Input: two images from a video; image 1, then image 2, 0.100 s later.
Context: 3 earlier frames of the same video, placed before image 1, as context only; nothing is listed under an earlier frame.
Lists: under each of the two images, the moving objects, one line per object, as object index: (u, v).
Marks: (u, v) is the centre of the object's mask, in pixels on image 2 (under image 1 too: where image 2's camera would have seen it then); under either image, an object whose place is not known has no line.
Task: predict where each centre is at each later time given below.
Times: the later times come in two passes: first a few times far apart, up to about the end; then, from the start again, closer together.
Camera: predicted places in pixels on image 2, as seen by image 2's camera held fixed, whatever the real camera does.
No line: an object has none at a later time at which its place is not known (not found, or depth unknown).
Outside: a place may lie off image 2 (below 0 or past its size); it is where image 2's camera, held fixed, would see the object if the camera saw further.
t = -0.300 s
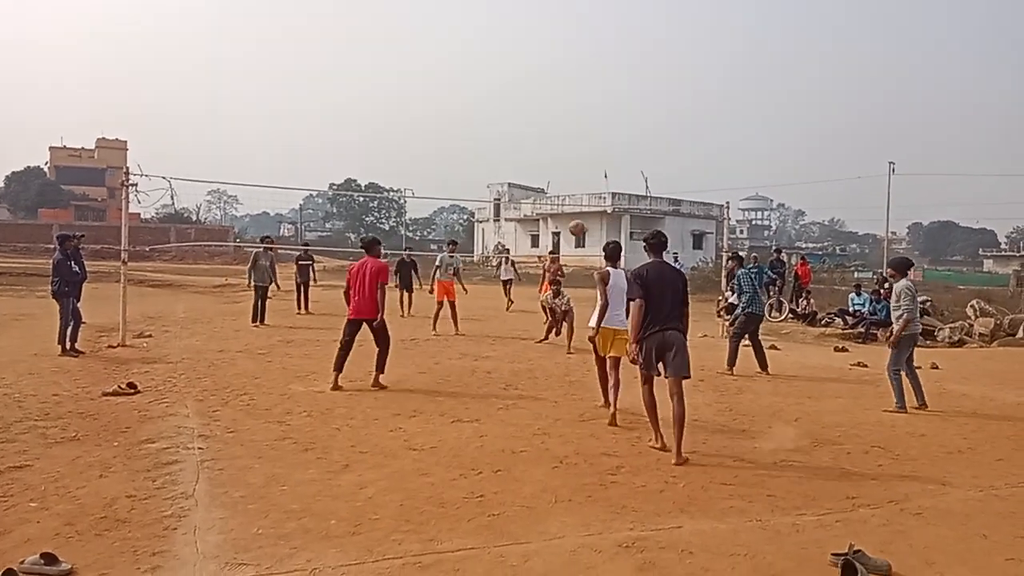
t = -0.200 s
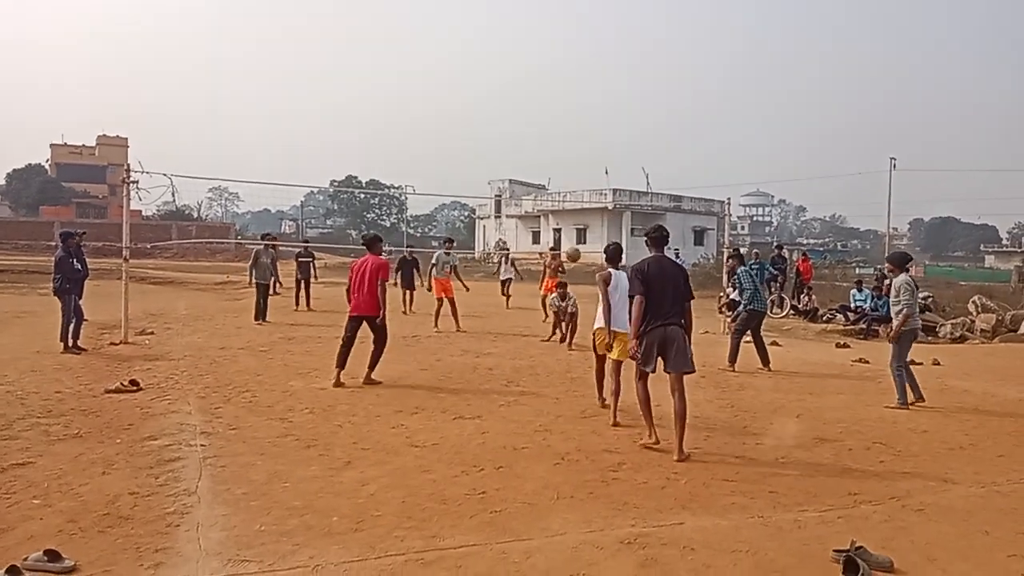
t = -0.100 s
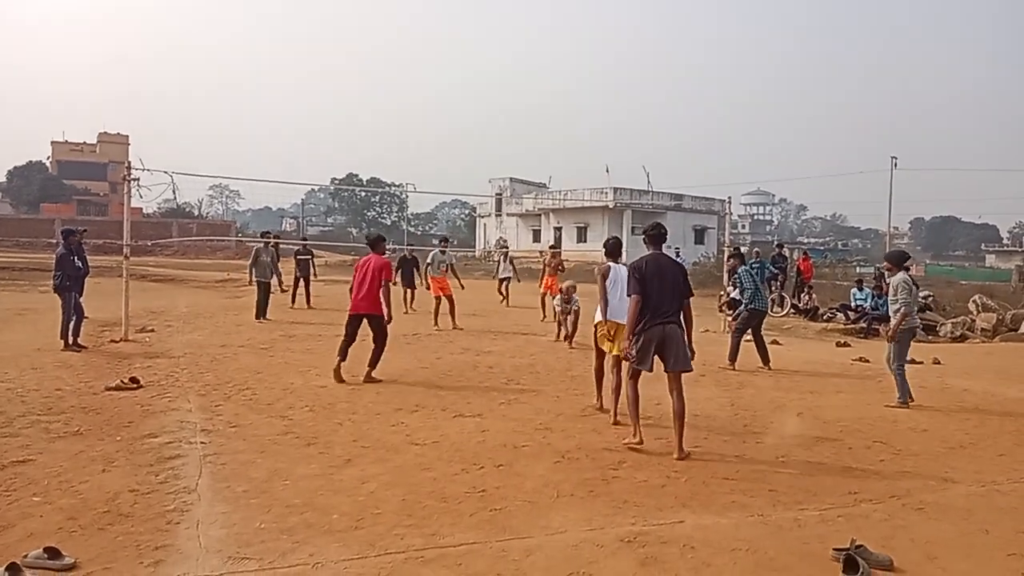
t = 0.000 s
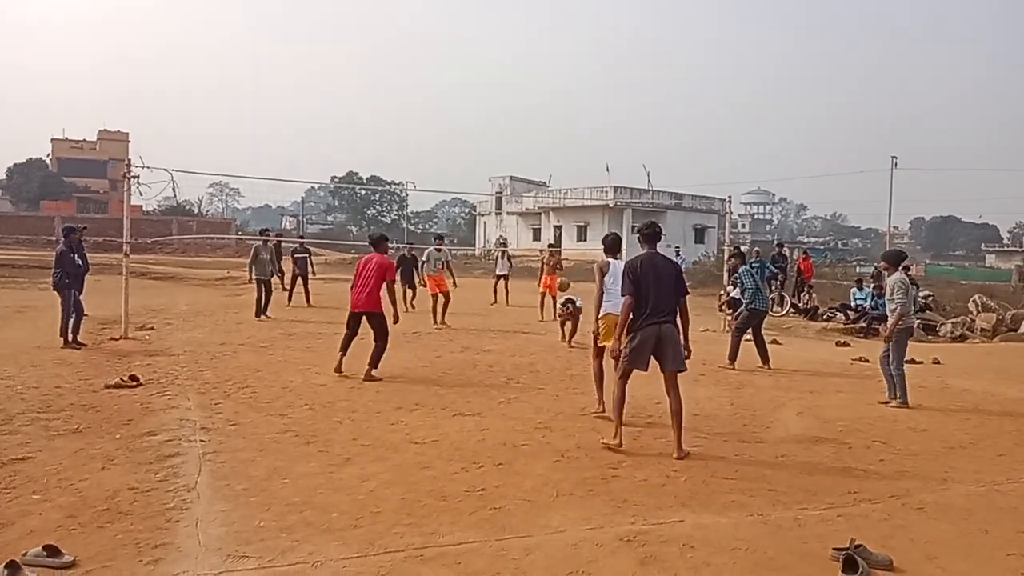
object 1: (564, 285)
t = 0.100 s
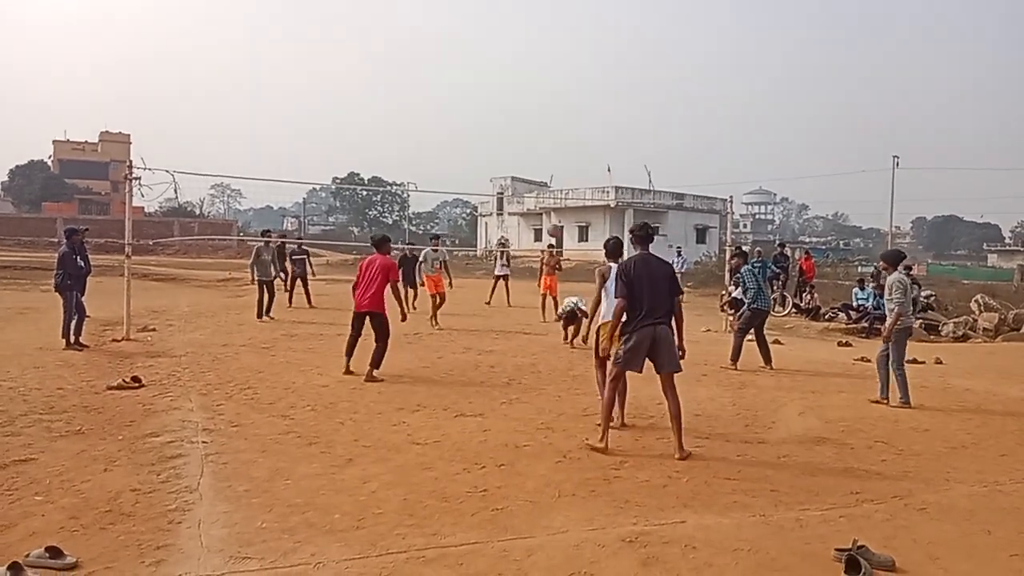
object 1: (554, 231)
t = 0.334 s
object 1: (529, 134)
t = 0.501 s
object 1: (512, 90)
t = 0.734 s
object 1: (488, 64)
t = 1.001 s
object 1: (461, 78)
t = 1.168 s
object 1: (445, 110)
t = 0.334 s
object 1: (529, 134)
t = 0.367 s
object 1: (526, 124)
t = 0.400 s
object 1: (523, 114)
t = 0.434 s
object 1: (519, 105)
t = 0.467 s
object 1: (516, 97)
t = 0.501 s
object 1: (512, 90)
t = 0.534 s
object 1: (508, 85)
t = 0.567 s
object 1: (505, 79)
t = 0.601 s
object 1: (501, 74)
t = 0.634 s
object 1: (498, 70)
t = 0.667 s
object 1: (494, 68)
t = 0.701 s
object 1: (491, 65)
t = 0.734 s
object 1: (488, 64)
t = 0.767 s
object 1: (484, 63)
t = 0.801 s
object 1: (481, 64)
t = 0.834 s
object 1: (477, 65)
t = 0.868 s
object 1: (474, 65)
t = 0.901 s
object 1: (470, 68)
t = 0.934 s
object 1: (467, 71)
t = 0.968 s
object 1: (464, 74)
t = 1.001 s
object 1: (461, 78)
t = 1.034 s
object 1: (457, 83)
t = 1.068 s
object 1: (454, 89)
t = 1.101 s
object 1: (451, 95)
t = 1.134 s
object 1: (448, 102)
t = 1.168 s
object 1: (445, 110)
